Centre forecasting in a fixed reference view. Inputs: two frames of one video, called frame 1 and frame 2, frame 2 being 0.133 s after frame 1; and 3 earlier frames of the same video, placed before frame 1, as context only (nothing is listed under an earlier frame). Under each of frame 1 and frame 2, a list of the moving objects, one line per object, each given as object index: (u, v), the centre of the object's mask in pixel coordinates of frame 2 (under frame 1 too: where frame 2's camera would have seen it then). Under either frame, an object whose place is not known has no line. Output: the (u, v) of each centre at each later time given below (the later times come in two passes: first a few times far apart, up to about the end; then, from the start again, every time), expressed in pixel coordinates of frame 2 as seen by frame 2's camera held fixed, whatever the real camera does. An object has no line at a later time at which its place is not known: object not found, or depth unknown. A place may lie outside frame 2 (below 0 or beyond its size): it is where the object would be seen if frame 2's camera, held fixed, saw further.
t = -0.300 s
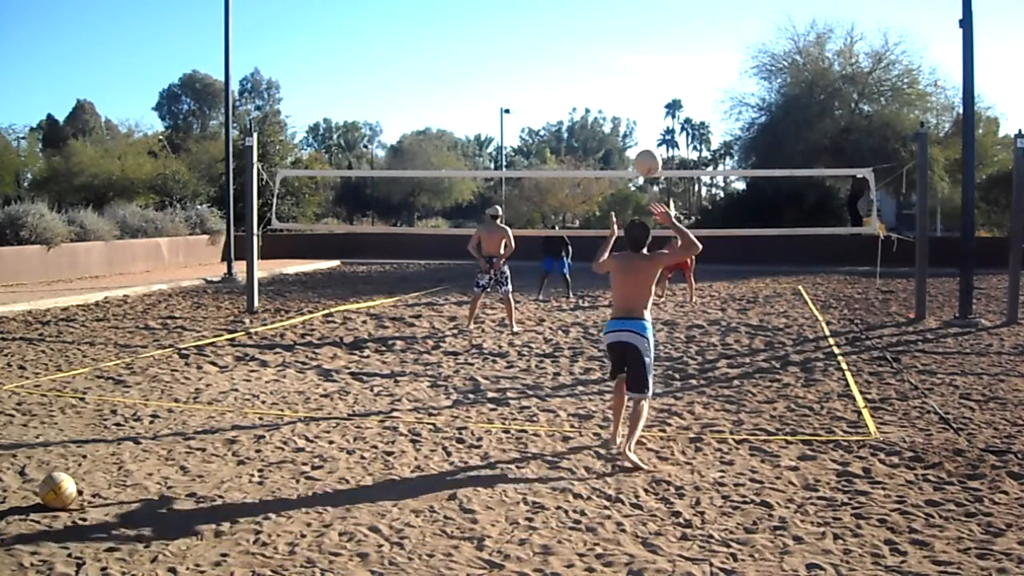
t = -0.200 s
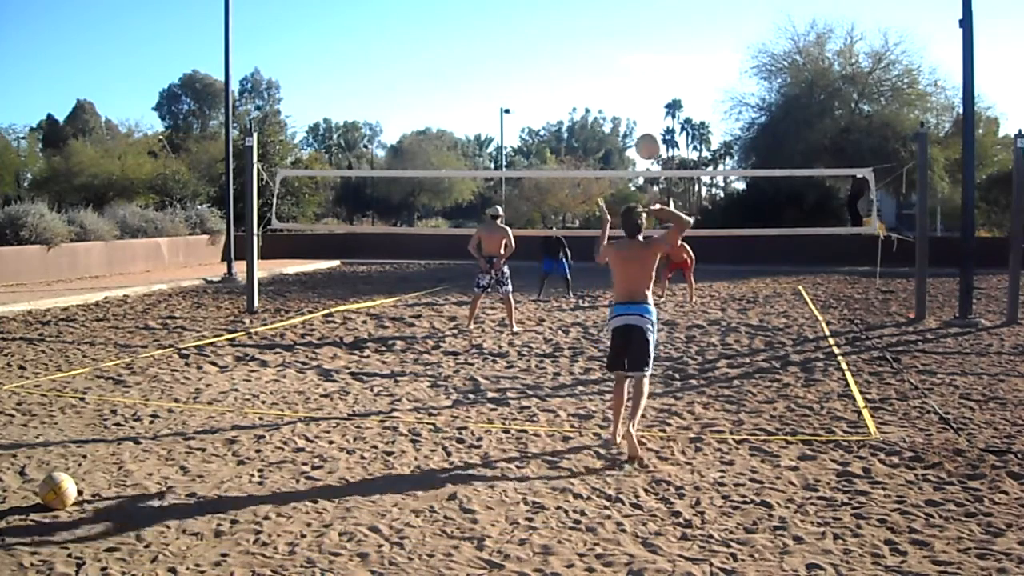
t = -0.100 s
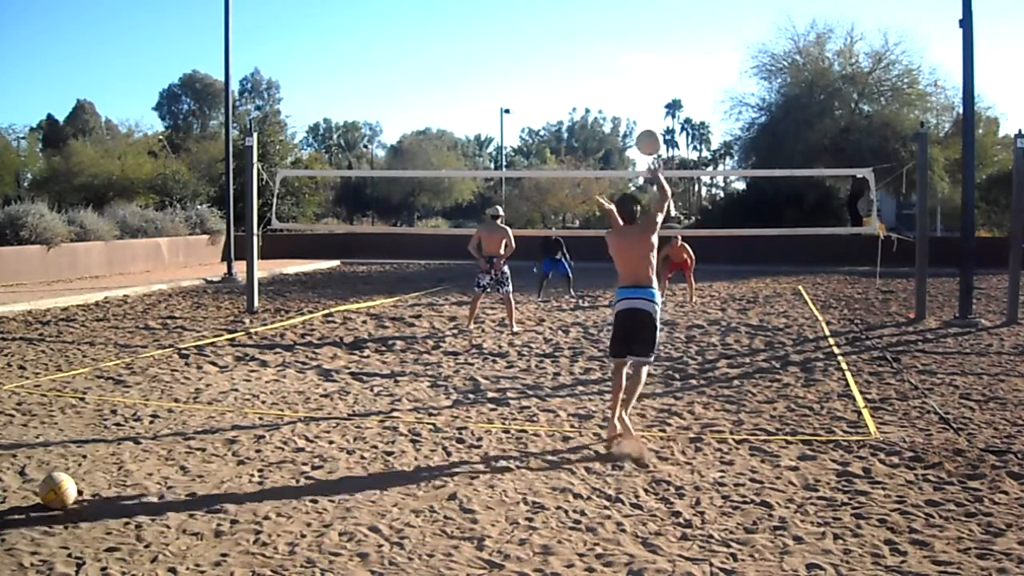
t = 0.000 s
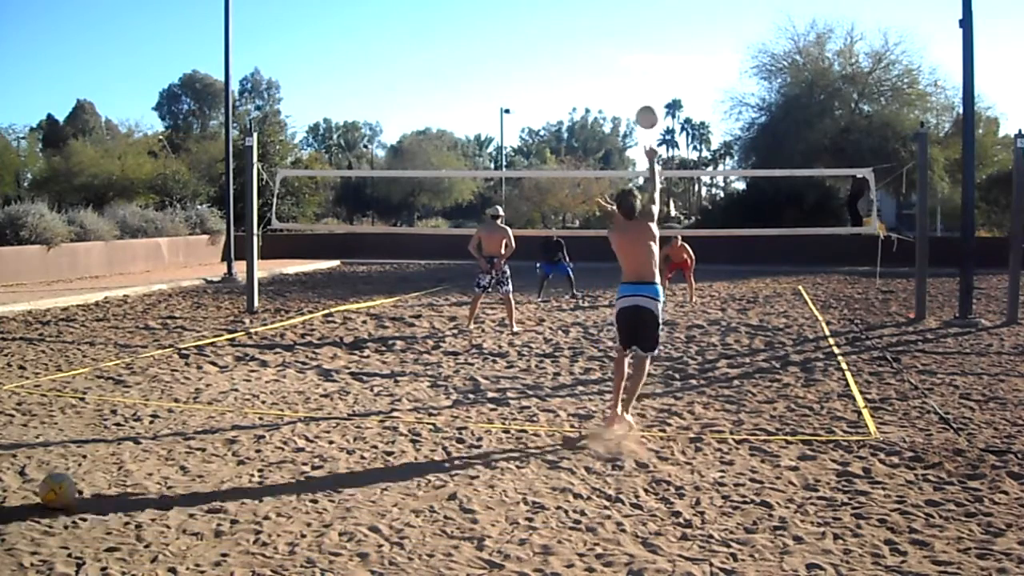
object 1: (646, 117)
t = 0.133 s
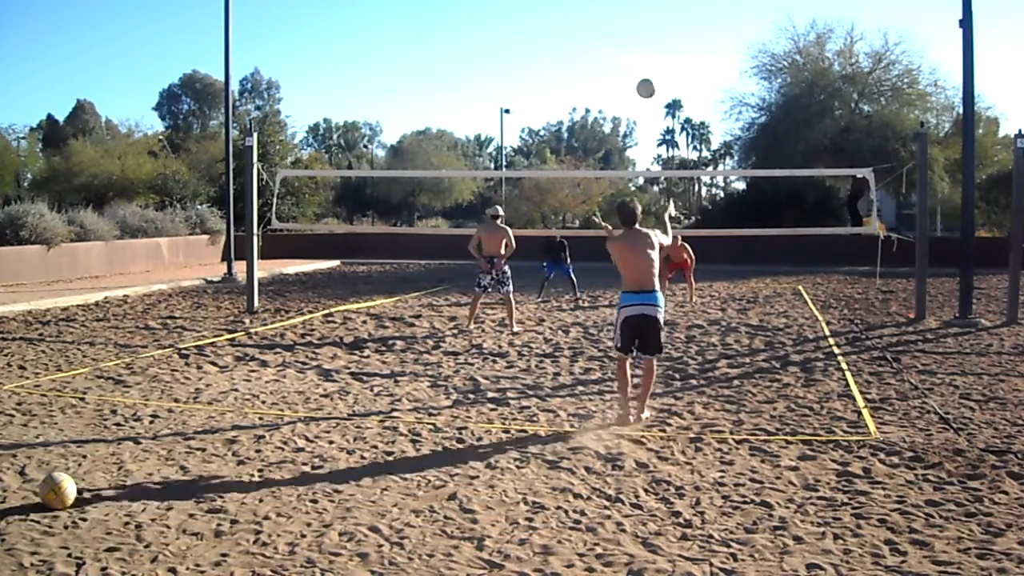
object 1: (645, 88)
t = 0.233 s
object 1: (646, 83)
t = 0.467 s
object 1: (650, 106)
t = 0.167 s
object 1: (646, 85)
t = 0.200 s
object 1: (646, 83)
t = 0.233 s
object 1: (646, 83)
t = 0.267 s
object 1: (647, 84)
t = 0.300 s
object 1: (647, 85)
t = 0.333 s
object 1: (648, 88)
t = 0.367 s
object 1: (648, 91)
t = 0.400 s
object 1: (649, 96)
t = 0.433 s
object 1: (649, 101)
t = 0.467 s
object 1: (650, 106)
